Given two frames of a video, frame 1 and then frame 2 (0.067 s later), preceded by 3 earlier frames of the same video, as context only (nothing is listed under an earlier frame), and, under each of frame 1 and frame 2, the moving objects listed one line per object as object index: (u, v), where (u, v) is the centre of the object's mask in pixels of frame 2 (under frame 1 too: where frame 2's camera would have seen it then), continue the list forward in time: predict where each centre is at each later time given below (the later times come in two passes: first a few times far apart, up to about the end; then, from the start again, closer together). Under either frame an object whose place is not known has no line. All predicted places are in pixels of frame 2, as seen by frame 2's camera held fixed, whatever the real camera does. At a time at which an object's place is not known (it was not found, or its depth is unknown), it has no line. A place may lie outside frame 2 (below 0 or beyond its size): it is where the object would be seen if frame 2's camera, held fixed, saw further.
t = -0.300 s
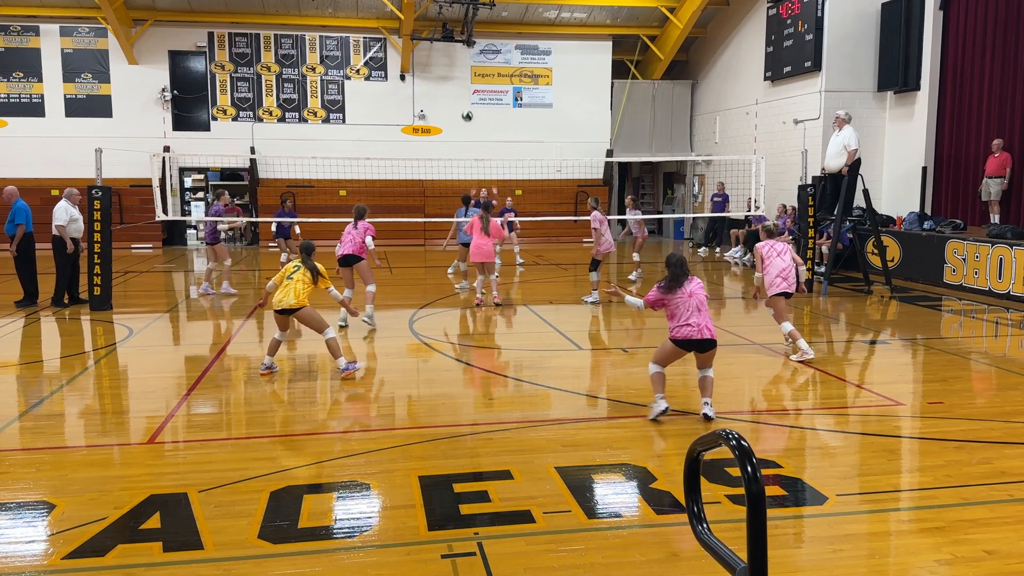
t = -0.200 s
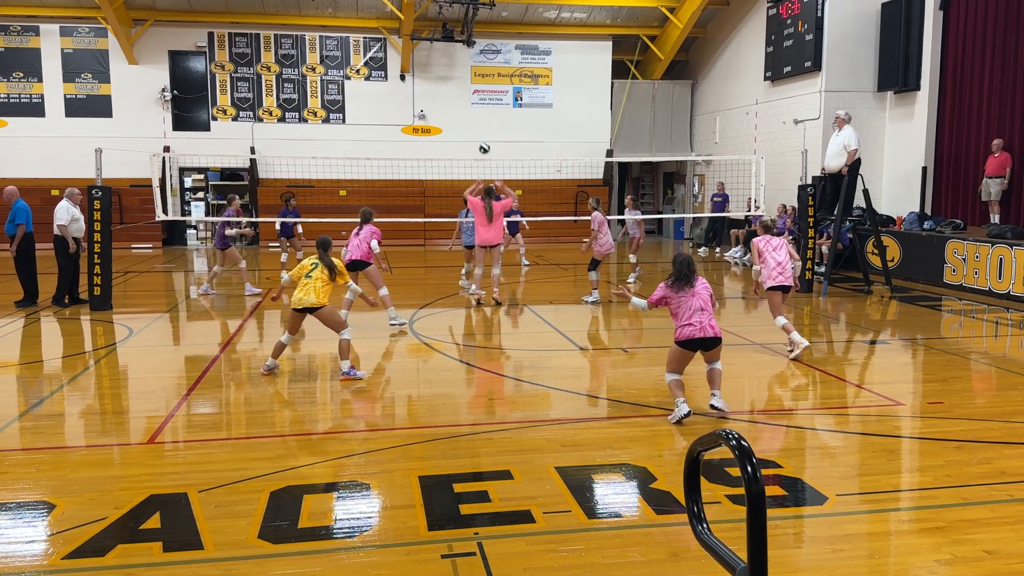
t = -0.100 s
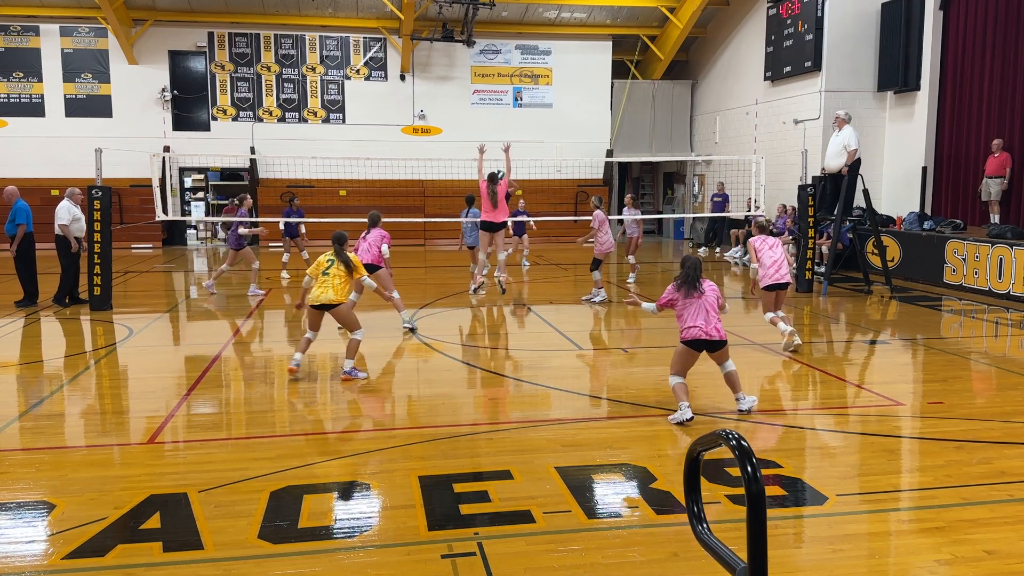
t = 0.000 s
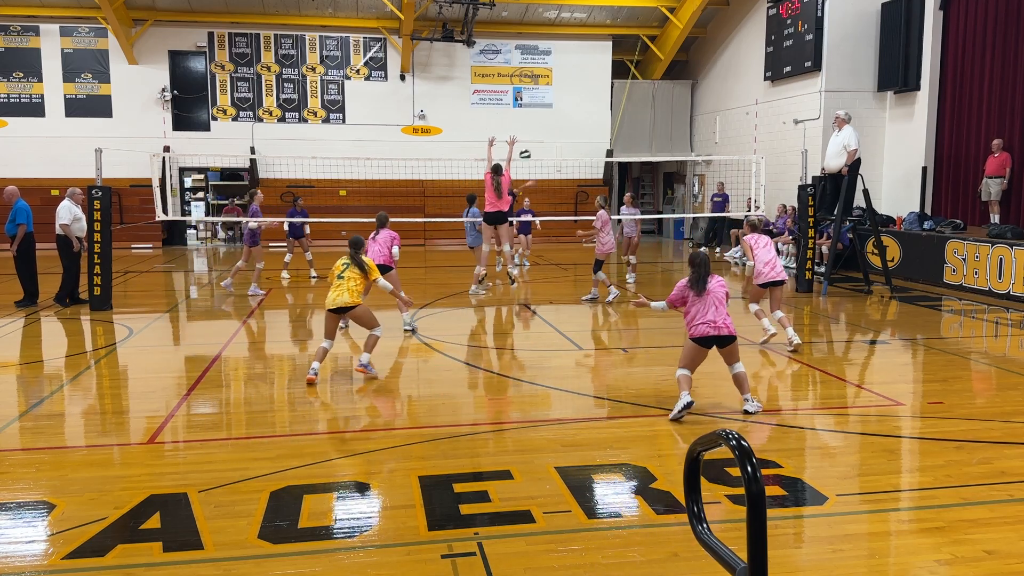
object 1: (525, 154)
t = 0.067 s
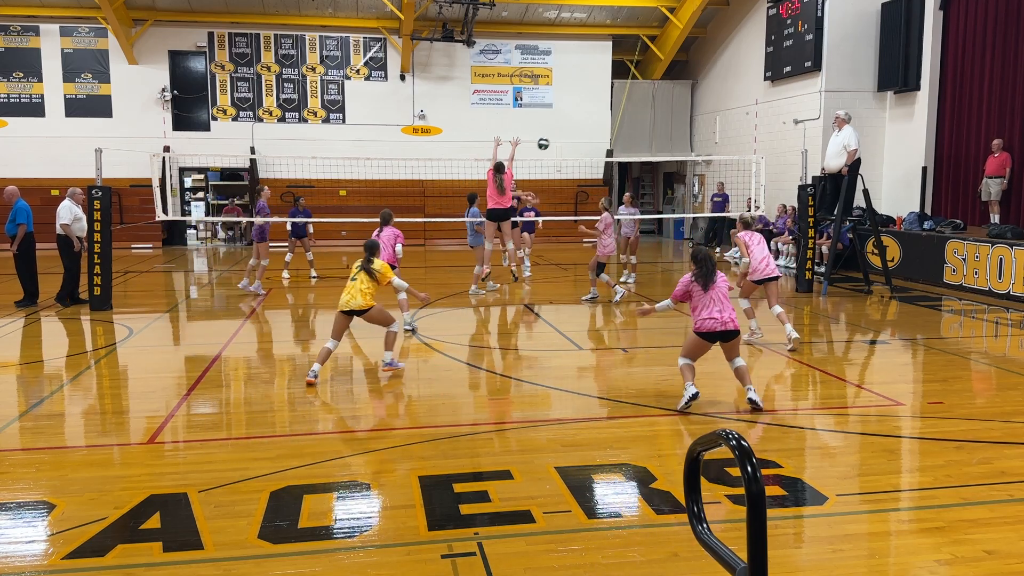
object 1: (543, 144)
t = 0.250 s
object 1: (598, 124)
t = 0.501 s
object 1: (693, 129)
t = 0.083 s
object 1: (548, 141)
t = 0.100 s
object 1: (552, 139)
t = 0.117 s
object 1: (557, 137)
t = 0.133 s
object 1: (562, 135)
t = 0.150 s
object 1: (567, 133)
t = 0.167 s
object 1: (572, 131)
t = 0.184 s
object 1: (577, 129)
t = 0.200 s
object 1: (583, 128)
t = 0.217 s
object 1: (587, 126)
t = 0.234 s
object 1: (593, 125)
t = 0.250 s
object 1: (598, 124)
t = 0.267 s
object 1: (603, 123)
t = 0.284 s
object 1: (609, 122)
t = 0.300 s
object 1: (615, 121)
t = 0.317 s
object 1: (621, 120)
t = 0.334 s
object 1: (627, 120)
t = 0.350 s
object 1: (633, 120)
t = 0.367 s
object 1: (639, 120)
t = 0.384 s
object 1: (645, 120)
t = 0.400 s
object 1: (652, 121)
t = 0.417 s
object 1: (659, 121)
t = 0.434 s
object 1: (665, 122)
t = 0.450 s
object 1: (672, 123)
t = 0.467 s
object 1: (679, 125)
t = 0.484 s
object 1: (686, 127)
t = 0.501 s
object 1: (693, 129)
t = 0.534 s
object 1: (708, 134)
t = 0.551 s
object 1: (716, 137)
